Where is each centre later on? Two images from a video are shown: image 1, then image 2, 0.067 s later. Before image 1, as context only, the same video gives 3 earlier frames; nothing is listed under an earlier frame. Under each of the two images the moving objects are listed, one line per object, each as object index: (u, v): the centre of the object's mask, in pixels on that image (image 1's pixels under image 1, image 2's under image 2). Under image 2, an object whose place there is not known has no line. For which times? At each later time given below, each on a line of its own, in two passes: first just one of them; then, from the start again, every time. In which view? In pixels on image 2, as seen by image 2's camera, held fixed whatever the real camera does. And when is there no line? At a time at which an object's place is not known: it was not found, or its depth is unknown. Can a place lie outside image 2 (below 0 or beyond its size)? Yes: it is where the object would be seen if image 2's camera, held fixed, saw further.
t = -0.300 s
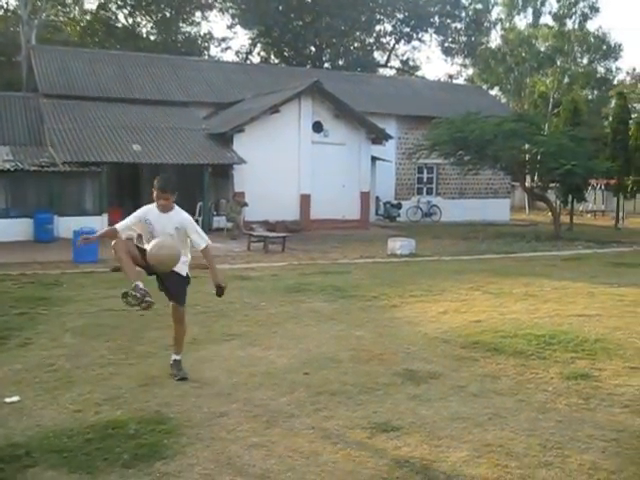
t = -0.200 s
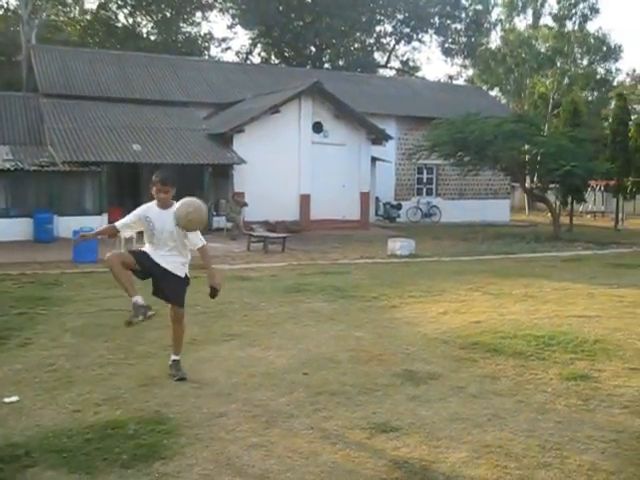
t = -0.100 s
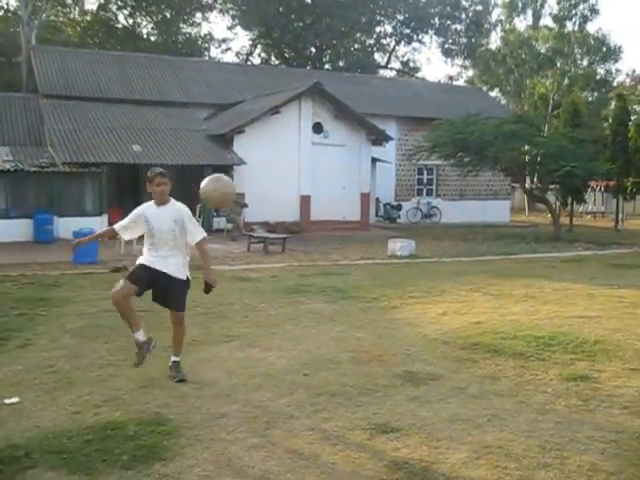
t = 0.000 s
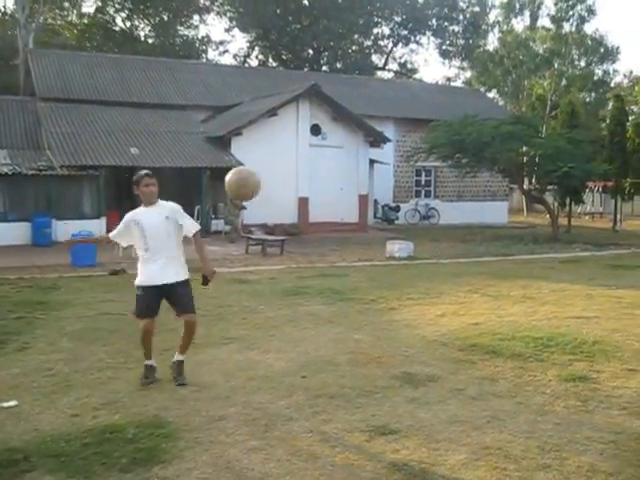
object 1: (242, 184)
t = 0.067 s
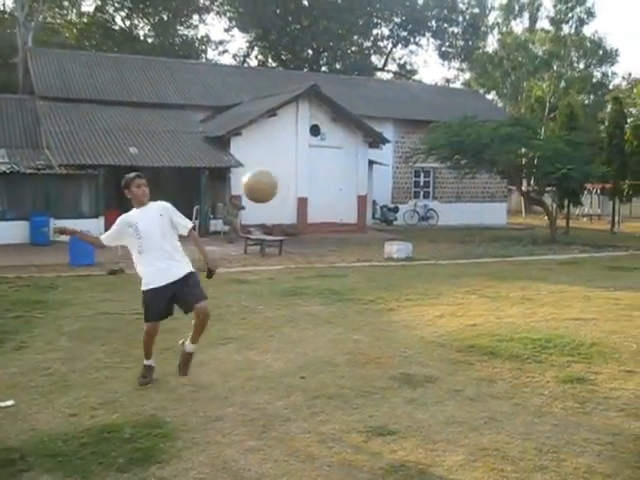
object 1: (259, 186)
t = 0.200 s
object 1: (296, 209)
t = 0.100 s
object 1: (269, 189)
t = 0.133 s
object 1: (278, 194)
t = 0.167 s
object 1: (288, 201)
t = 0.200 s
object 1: (296, 209)
